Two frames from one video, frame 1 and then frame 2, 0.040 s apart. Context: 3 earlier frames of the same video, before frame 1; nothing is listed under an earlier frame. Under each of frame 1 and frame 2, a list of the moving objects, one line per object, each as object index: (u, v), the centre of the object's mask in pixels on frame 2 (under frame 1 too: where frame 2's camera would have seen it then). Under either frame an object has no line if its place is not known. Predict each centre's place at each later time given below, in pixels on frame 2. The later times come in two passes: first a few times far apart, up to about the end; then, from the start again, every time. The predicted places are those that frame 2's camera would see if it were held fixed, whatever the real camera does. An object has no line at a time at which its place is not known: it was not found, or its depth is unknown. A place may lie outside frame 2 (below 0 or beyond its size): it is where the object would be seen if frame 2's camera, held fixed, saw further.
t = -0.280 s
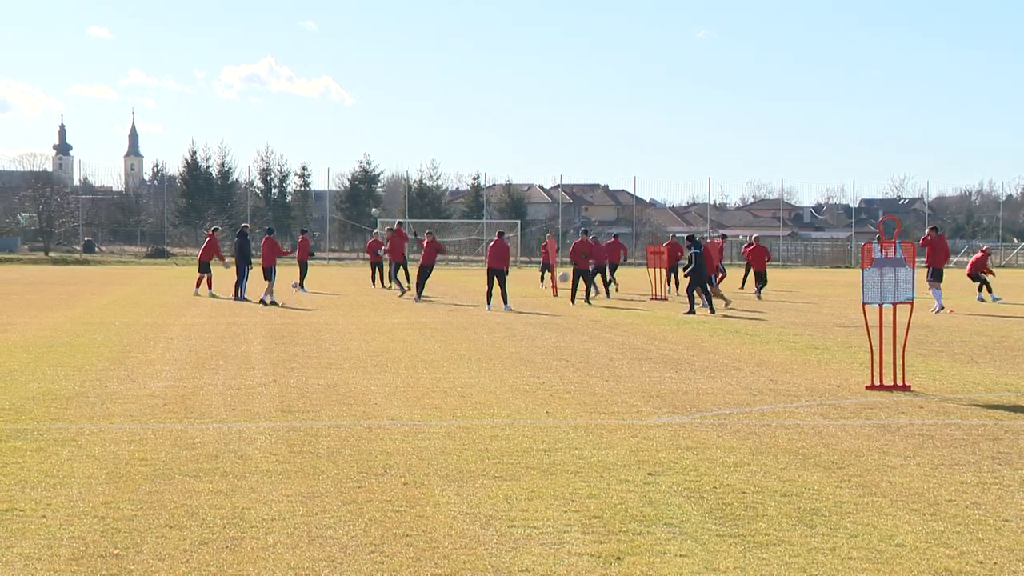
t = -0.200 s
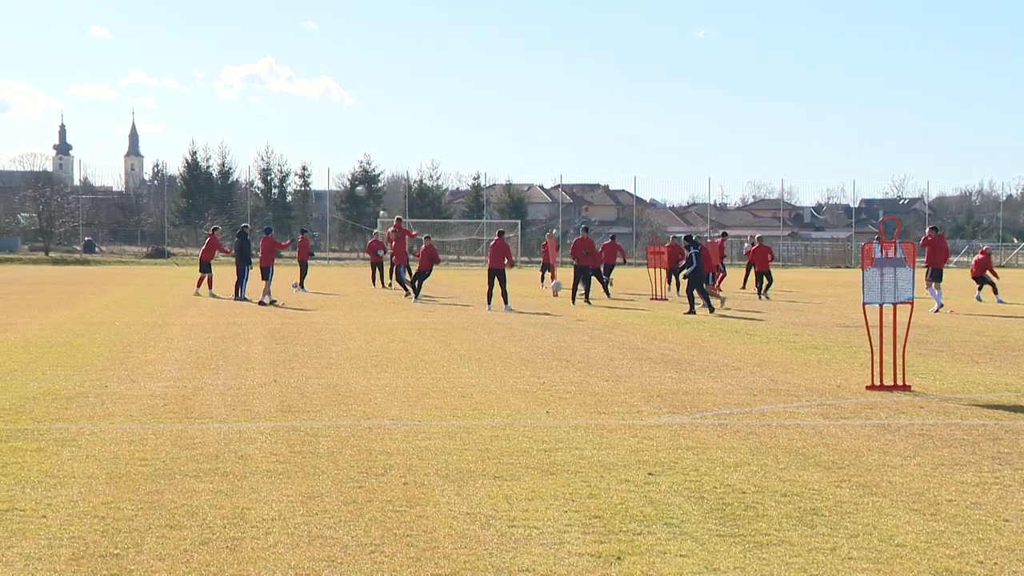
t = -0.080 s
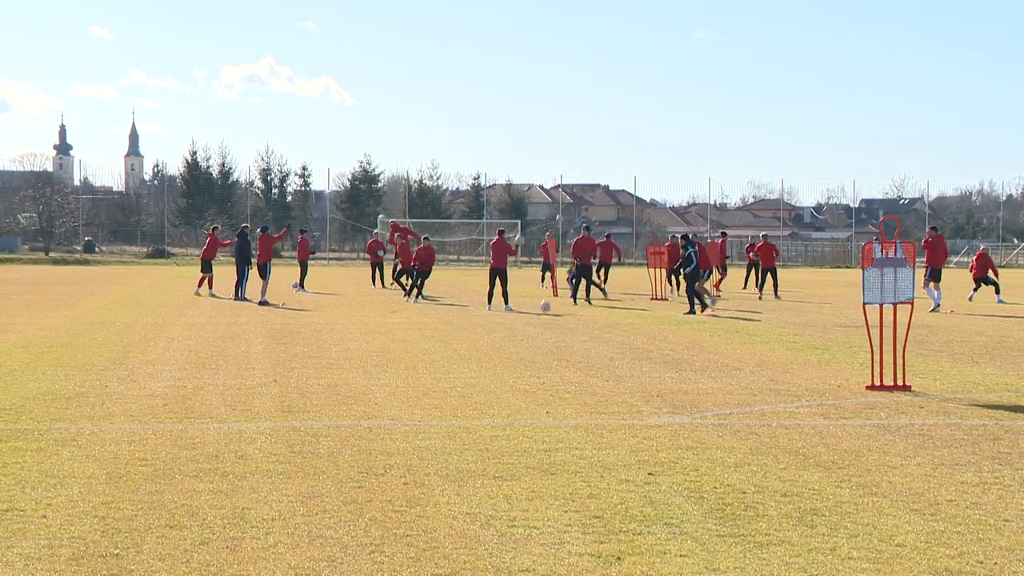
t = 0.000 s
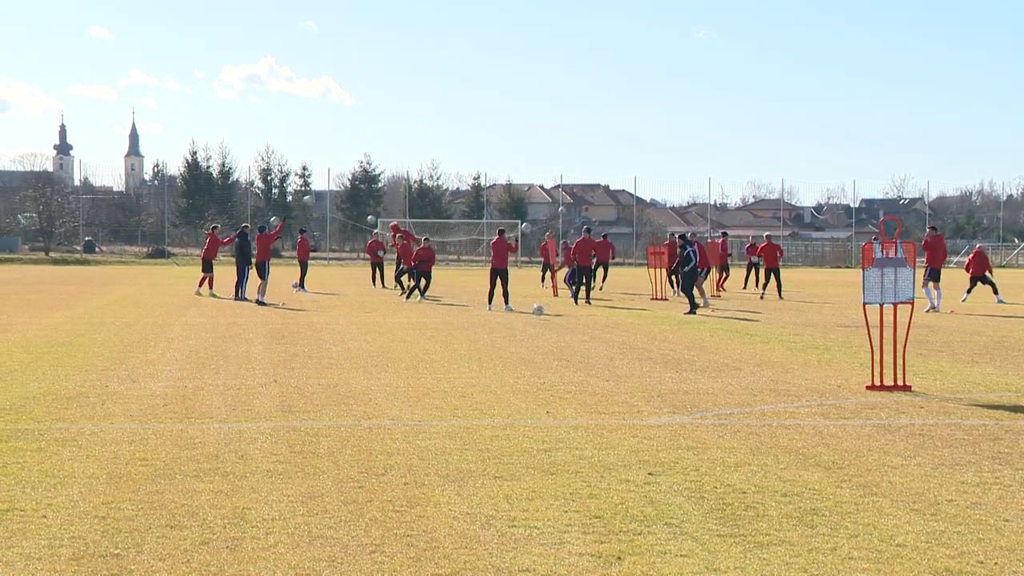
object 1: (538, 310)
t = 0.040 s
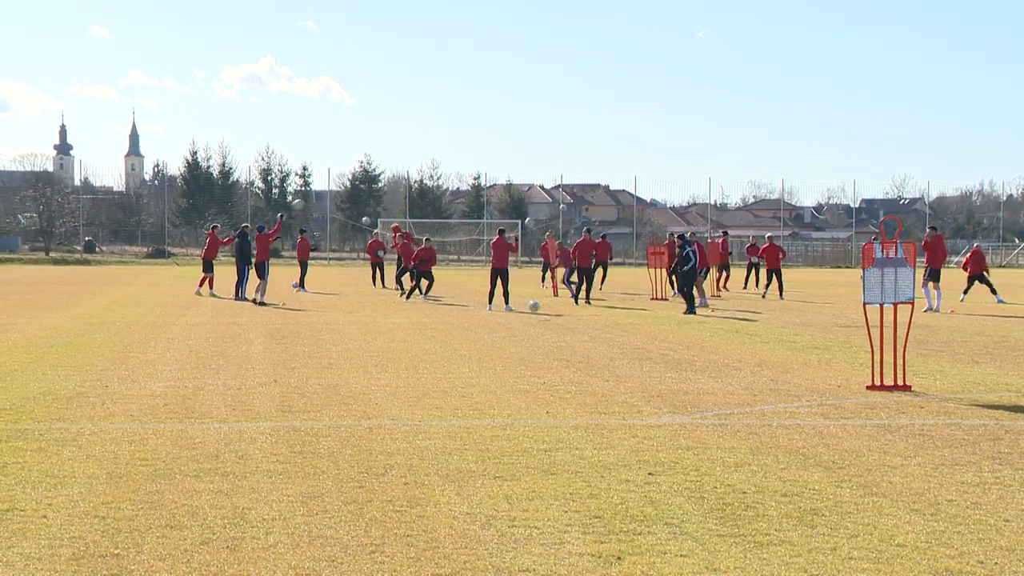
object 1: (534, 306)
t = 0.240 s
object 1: (514, 299)
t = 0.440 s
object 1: (492, 313)
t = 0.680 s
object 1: (466, 313)
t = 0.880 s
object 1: (444, 318)
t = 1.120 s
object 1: (417, 319)
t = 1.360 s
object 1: (390, 324)
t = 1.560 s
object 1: (367, 324)
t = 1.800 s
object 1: (338, 327)
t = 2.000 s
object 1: (314, 329)
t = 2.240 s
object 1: (285, 330)
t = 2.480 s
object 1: (256, 333)
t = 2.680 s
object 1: (232, 334)
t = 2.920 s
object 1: (203, 336)
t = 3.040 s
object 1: (189, 337)
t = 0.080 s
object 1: (530, 303)
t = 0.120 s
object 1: (525, 301)
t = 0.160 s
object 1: (522, 299)
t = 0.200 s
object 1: (517, 299)
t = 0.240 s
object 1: (514, 299)
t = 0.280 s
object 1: (509, 300)
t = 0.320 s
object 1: (505, 302)
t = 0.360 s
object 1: (500, 305)
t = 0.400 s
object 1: (497, 308)
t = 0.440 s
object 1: (492, 313)
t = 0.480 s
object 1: (487, 317)
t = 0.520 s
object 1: (484, 315)
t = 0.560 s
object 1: (479, 313)
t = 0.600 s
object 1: (475, 312)
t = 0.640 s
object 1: (470, 312)
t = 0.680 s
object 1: (466, 313)
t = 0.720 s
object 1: (462, 314)
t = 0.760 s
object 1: (457, 317)
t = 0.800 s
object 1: (453, 320)
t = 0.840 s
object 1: (448, 319)
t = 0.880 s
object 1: (444, 318)
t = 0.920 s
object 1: (439, 319)
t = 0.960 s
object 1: (434, 320)
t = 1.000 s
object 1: (430, 321)
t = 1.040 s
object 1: (426, 319)
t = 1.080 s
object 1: (421, 319)
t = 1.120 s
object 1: (417, 319)
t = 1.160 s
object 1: (412, 320)
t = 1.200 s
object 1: (408, 322)
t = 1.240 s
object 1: (403, 322)
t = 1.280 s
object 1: (399, 322)
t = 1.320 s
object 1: (394, 323)
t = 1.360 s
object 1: (390, 324)
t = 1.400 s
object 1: (385, 324)
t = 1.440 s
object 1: (381, 324)
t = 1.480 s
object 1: (376, 325)
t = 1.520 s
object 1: (371, 324)
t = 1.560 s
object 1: (367, 324)
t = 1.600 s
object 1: (362, 324)
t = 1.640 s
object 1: (357, 326)
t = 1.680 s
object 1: (353, 326)
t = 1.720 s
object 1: (348, 326)
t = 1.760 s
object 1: (343, 327)
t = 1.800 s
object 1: (338, 327)
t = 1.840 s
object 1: (333, 327)
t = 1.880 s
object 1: (328, 327)
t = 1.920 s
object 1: (324, 327)
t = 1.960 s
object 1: (319, 328)
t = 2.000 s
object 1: (314, 329)
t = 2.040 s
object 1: (309, 329)
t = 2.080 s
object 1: (304, 329)
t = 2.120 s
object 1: (299, 329)
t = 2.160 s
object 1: (295, 330)
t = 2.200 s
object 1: (290, 330)
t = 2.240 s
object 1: (285, 330)
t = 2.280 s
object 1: (280, 331)
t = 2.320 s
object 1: (276, 331)
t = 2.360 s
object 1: (271, 331)
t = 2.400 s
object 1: (266, 332)
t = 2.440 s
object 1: (261, 332)
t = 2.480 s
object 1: (256, 333)
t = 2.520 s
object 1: (251, 332)
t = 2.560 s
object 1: (246, 333)
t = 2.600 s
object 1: (241, 333)
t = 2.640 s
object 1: (237, 334)
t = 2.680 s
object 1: (232, 334)
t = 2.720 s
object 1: (227, 334)
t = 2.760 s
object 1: (222, 334)
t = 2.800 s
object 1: (217, 335)
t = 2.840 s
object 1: (212, 335)
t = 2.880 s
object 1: (208, 335)
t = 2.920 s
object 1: (203, 336)
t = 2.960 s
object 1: (198, 337)
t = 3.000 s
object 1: (194, 336)
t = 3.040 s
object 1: (189, 337)
